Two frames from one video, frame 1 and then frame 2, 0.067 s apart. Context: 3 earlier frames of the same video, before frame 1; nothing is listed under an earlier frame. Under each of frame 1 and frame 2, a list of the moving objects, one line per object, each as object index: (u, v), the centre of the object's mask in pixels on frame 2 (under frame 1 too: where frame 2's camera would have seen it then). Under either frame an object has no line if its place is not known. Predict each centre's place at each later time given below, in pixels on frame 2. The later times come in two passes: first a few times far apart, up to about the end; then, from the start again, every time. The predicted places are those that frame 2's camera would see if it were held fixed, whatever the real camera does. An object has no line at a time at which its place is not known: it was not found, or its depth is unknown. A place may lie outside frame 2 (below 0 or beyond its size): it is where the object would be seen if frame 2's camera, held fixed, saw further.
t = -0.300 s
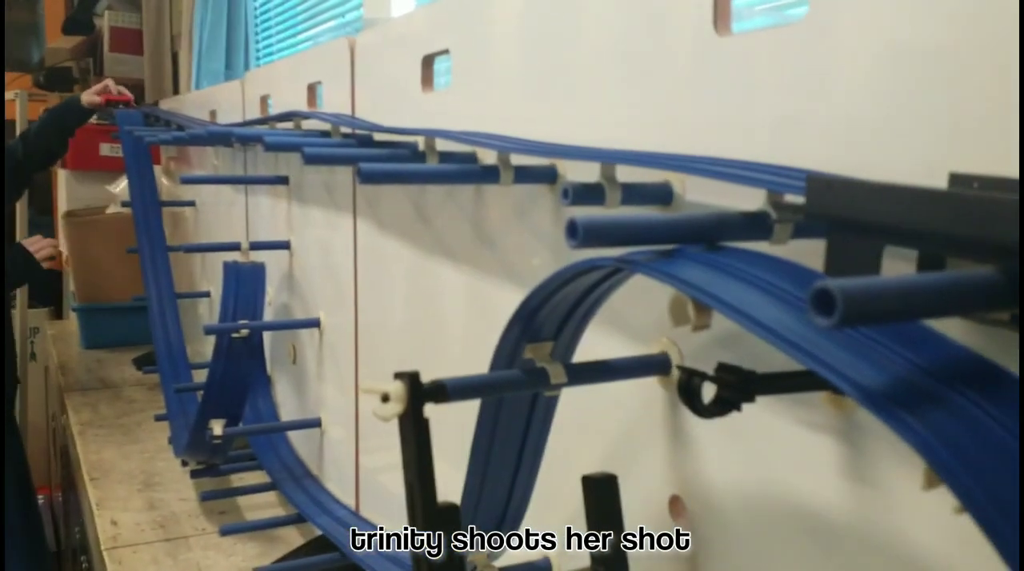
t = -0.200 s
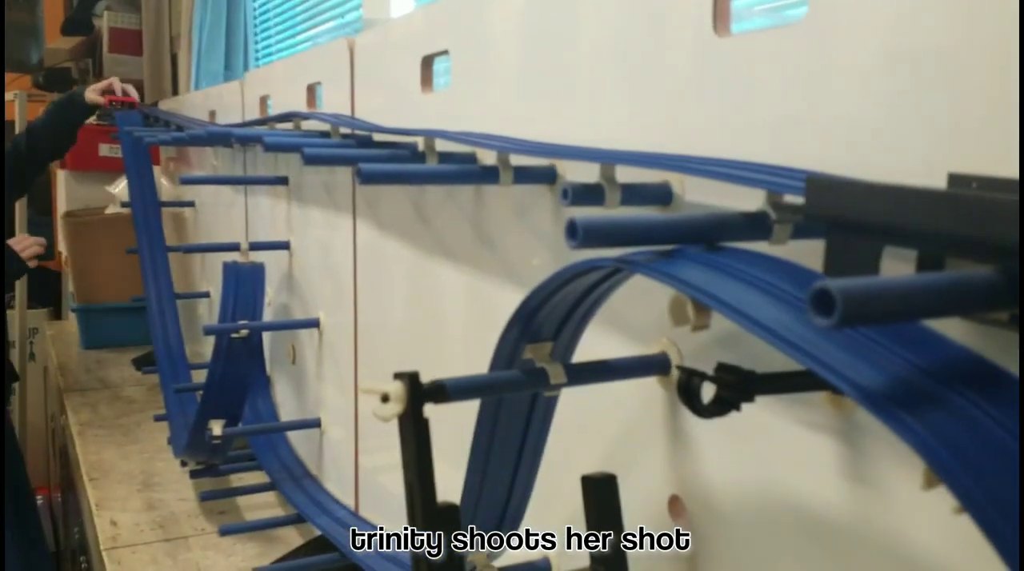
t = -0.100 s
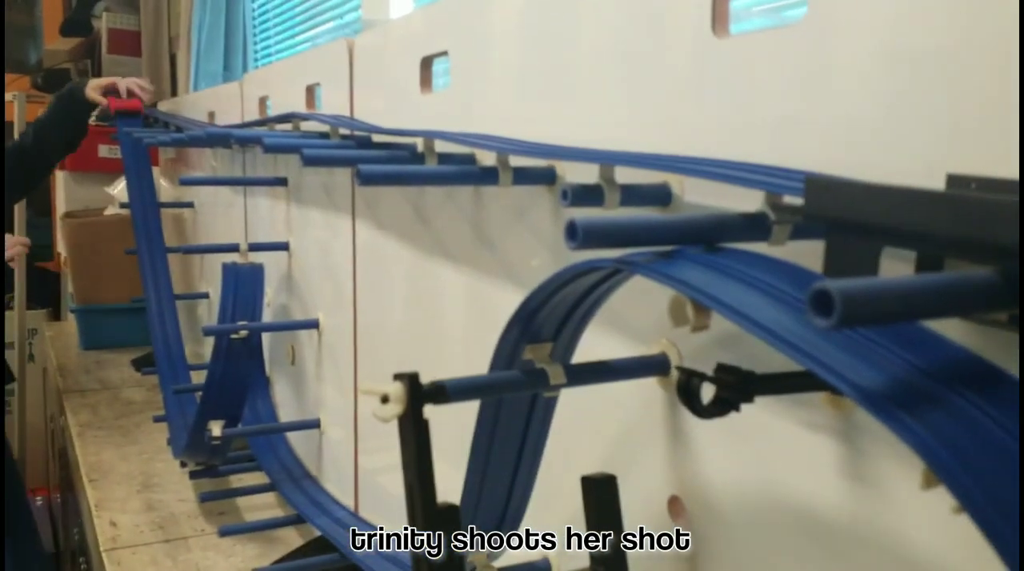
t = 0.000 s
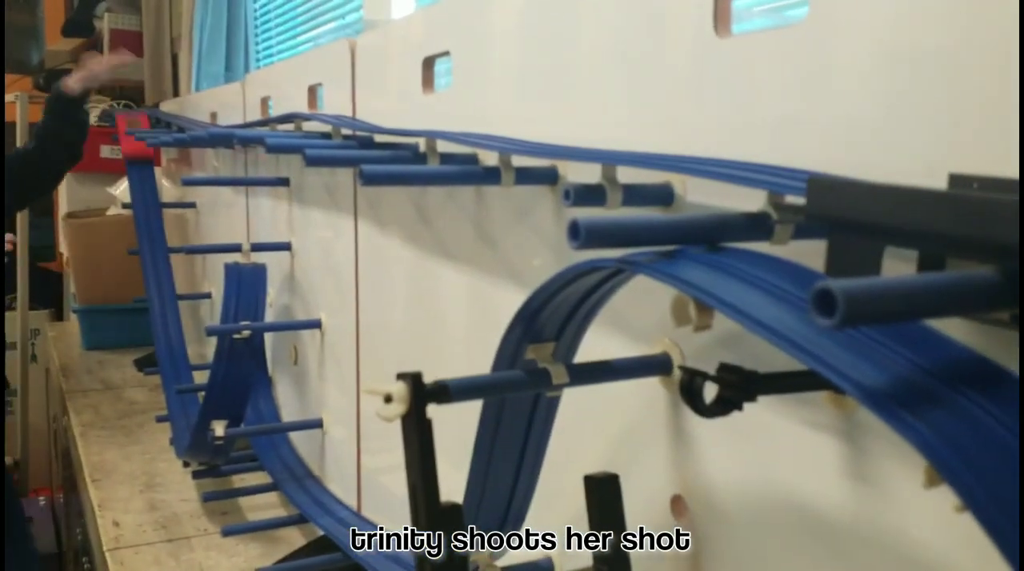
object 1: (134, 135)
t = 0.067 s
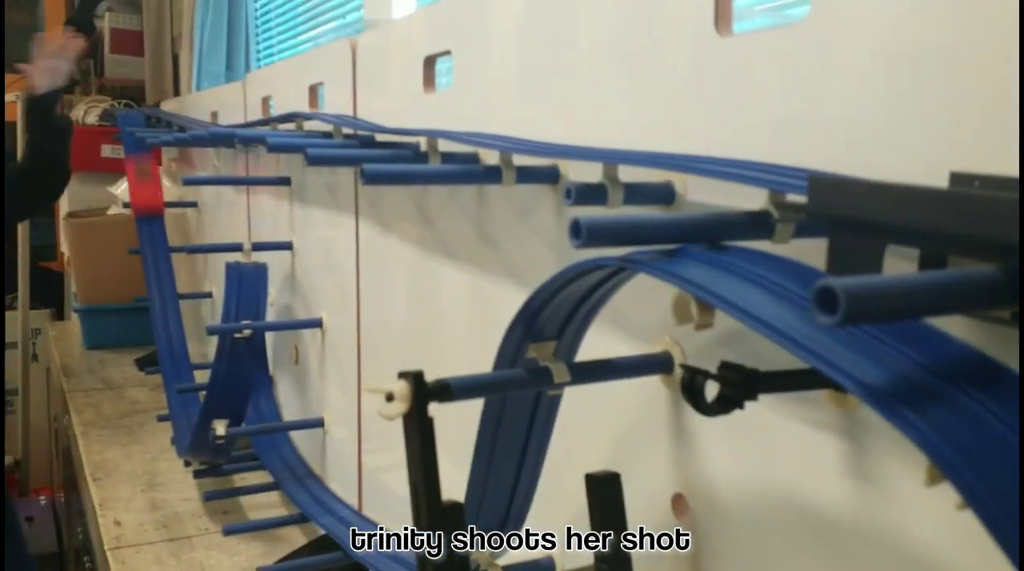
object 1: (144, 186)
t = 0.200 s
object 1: (172, 356)
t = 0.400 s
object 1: (173, 446)
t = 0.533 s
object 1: (139, 503)
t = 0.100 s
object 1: (149, 220)
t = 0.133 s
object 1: (155, 262)
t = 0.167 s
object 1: (163, 309)
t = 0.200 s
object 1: (172, 356)
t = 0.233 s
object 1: (178, 391)
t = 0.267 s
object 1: (180, 412)
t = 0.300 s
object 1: (178, 423)
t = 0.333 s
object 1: (175, 436)
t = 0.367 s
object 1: (172, 449)
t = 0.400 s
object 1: (173, 446)
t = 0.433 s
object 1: (175, 441)
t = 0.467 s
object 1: (165, 447)
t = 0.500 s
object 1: (151, 465)
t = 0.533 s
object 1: (139, 503)
